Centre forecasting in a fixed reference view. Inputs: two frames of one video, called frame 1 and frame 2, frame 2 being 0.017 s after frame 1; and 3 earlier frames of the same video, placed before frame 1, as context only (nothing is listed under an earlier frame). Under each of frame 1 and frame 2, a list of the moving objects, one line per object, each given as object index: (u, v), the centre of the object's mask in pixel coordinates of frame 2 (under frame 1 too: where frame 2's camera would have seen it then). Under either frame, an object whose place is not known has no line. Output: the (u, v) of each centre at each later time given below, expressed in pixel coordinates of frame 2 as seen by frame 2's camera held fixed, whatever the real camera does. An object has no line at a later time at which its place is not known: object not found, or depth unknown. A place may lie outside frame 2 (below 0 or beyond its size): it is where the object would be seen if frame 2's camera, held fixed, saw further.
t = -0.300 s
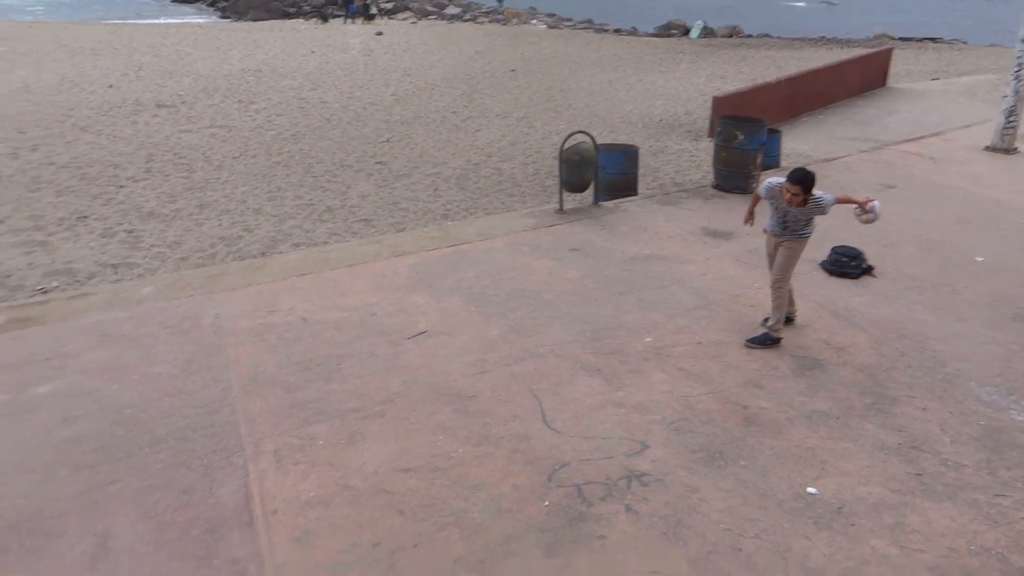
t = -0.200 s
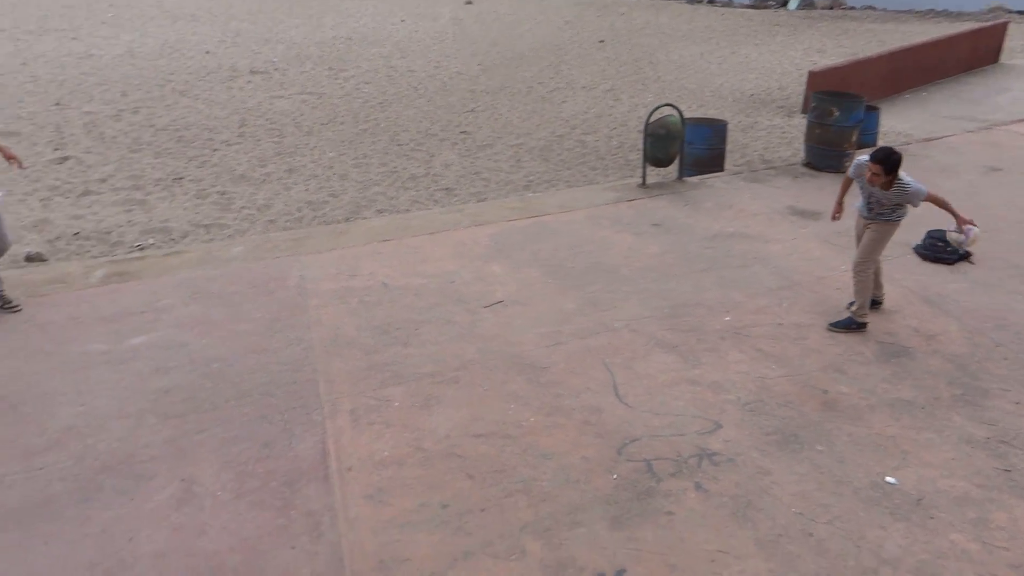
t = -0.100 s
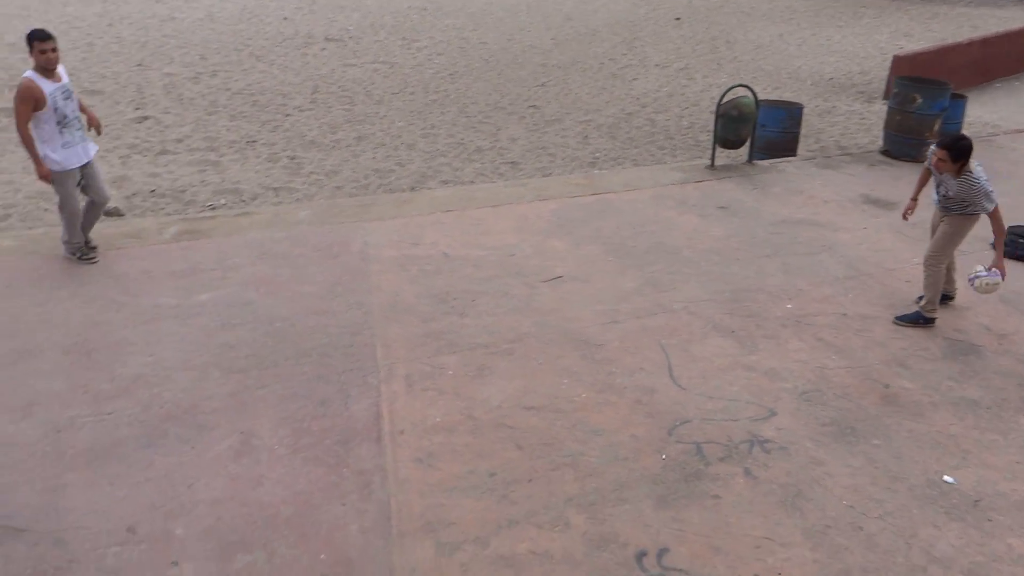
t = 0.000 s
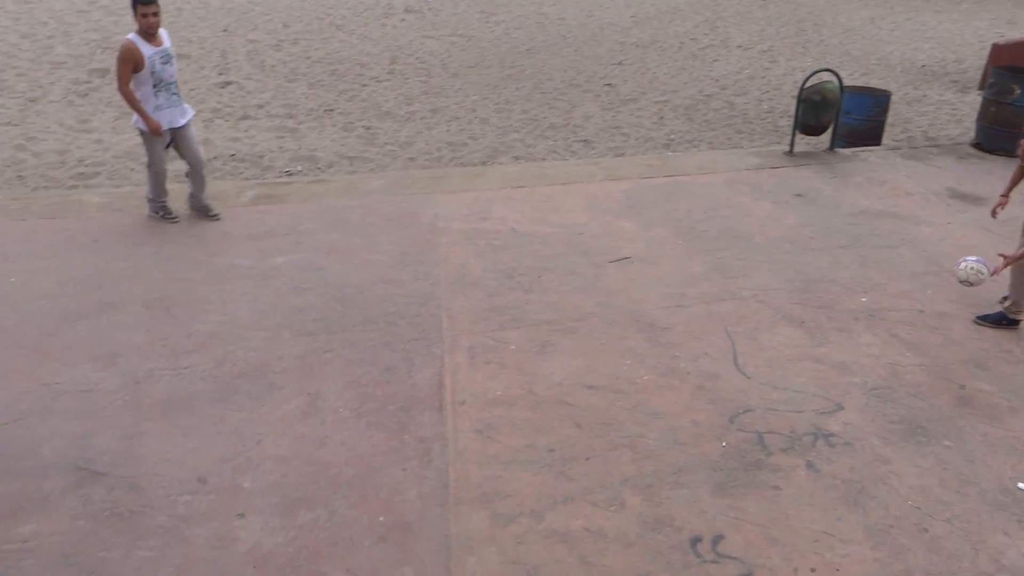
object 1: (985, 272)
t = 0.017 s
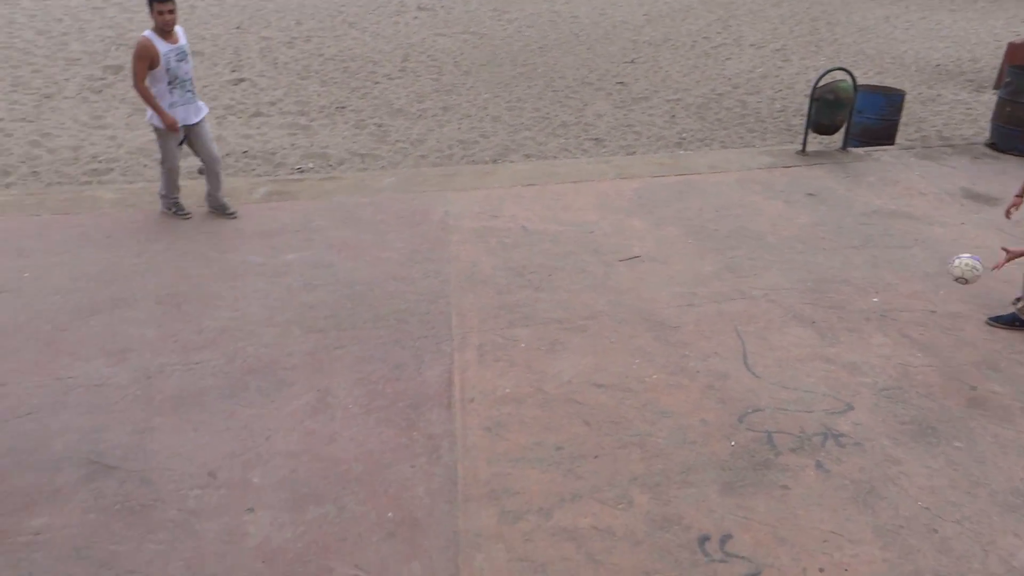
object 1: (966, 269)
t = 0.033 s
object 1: (948, 266)
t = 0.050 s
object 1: (929, 263)
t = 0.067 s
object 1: (911, 261)
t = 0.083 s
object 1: (892, 259)
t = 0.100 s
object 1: (874, 258)
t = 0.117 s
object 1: (855, 257)
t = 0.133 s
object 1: (837, 256)
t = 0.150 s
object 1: (818, 256)
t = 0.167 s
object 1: (800, 256)
